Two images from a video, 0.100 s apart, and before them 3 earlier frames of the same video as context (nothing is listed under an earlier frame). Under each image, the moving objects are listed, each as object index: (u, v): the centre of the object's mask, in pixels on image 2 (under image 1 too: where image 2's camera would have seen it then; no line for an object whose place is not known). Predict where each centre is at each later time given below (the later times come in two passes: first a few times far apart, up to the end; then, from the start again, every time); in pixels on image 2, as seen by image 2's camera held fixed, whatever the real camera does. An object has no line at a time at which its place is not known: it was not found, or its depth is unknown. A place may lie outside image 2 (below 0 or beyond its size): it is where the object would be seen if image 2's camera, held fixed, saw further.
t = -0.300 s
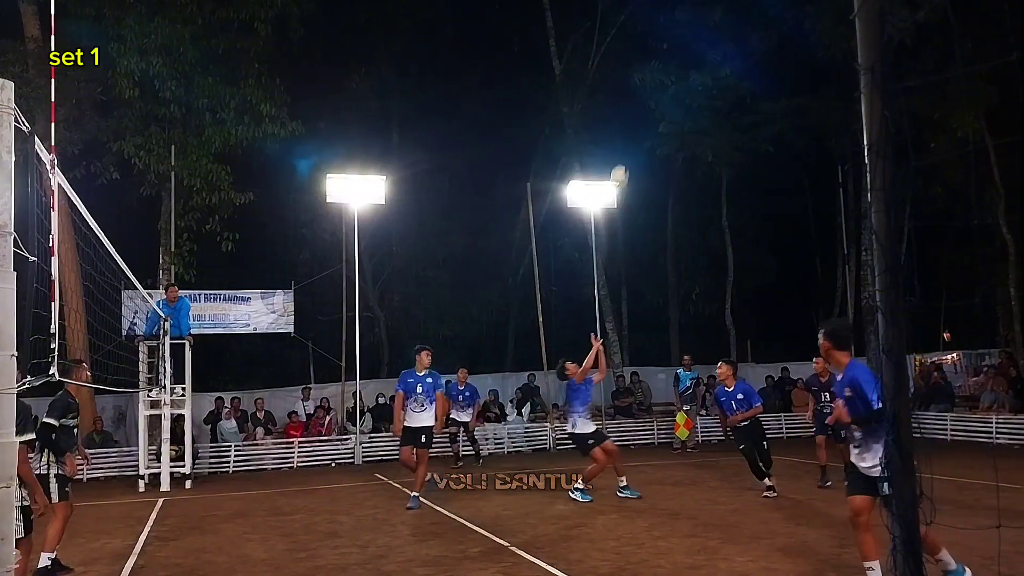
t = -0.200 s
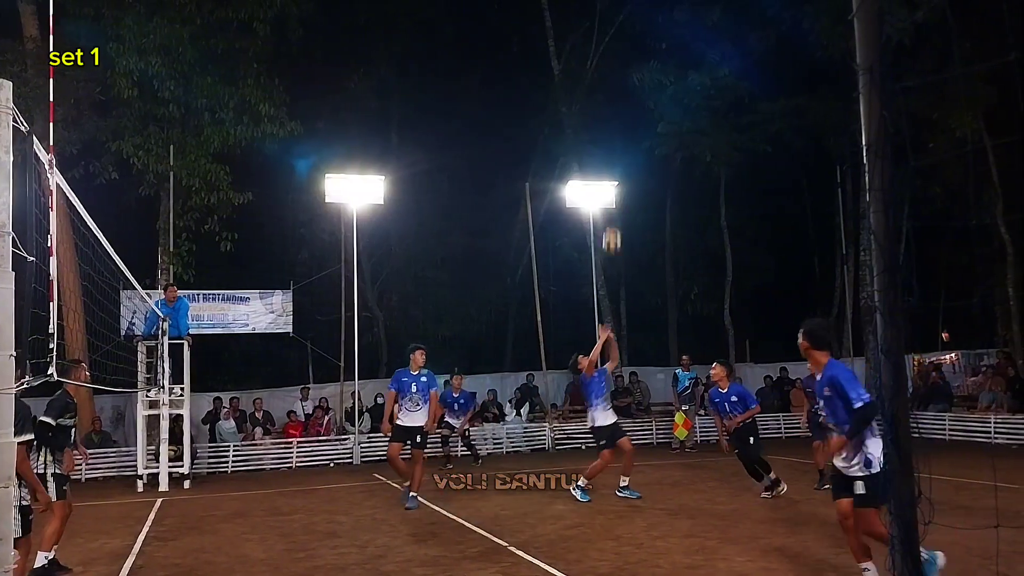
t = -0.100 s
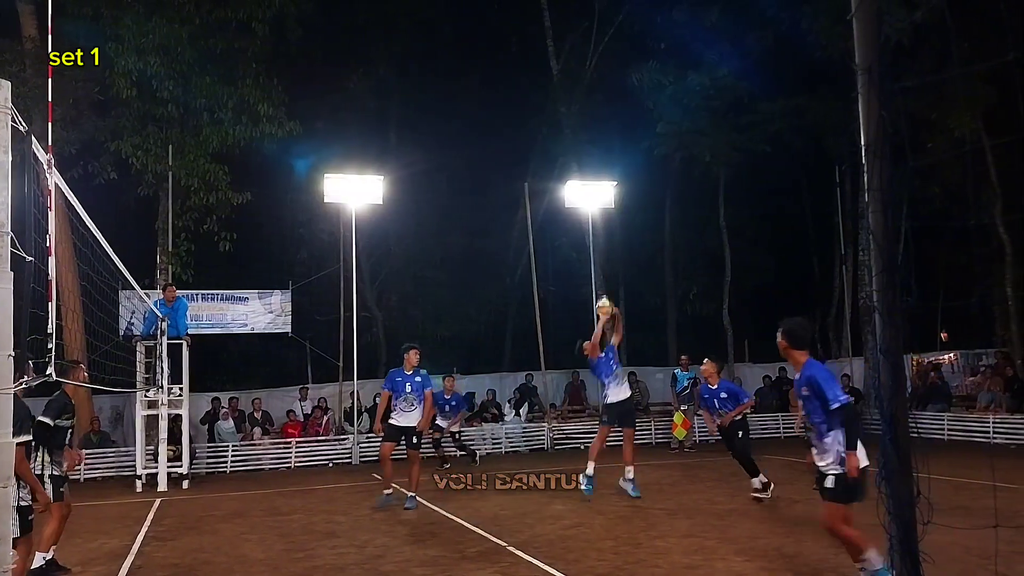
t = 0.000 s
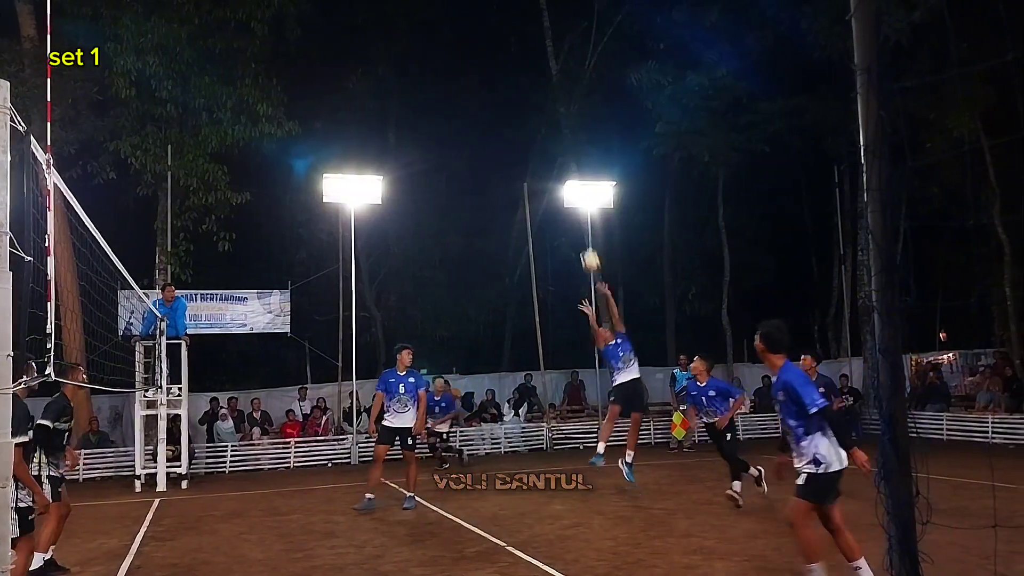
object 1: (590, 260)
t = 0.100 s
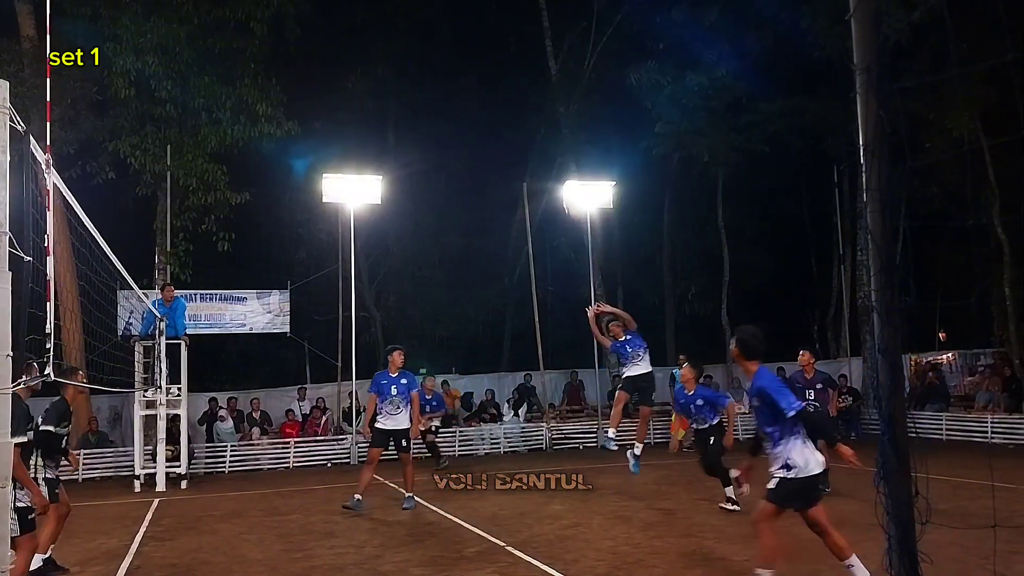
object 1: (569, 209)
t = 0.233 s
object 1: (552, 144)
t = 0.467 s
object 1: (513, 59)
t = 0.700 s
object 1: (470, 19)
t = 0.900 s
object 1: (429, 31)
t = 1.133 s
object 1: (375, 117)
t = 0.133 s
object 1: (561, 187)
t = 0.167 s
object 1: (562, 173)
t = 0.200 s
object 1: (558, 158)
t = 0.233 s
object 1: (552, 144)
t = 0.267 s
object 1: (547, 129)
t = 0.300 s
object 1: (541, 116)
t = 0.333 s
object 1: (536, 103)
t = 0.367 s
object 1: (530, 90)
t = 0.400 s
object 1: (524, 79)
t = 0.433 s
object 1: (518, 69)
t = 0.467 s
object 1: (513, 59)
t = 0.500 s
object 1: (507, 50)
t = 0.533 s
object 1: (501, 43)
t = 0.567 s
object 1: (495, 36)
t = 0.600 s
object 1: (489, 30)
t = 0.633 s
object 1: (483, 25)
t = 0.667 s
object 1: (476, 21)
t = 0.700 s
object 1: (470, 19)
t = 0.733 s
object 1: (464, 18)
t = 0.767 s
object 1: (457, 18)
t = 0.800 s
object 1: (450, 19)
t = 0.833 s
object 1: (443, 22)
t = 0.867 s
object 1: (436, 26)
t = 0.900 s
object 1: (429, 31)
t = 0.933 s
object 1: (422, 38)
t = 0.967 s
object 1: (414, 47)
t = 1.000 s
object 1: (407, 58)
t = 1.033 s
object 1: (399, 70)
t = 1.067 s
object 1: (391, 84)
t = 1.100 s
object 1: (383, 100)
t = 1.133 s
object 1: (375, 117)
